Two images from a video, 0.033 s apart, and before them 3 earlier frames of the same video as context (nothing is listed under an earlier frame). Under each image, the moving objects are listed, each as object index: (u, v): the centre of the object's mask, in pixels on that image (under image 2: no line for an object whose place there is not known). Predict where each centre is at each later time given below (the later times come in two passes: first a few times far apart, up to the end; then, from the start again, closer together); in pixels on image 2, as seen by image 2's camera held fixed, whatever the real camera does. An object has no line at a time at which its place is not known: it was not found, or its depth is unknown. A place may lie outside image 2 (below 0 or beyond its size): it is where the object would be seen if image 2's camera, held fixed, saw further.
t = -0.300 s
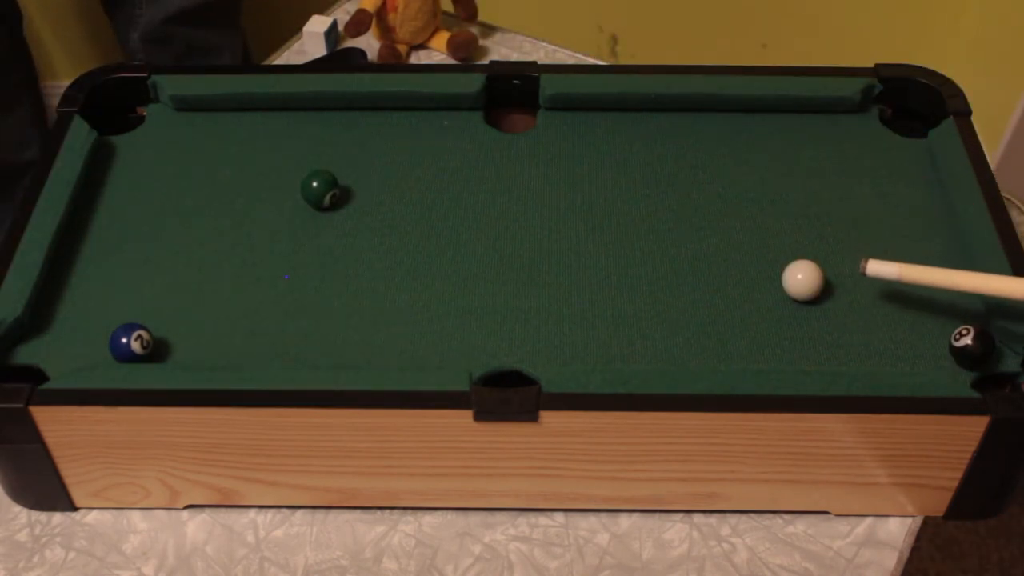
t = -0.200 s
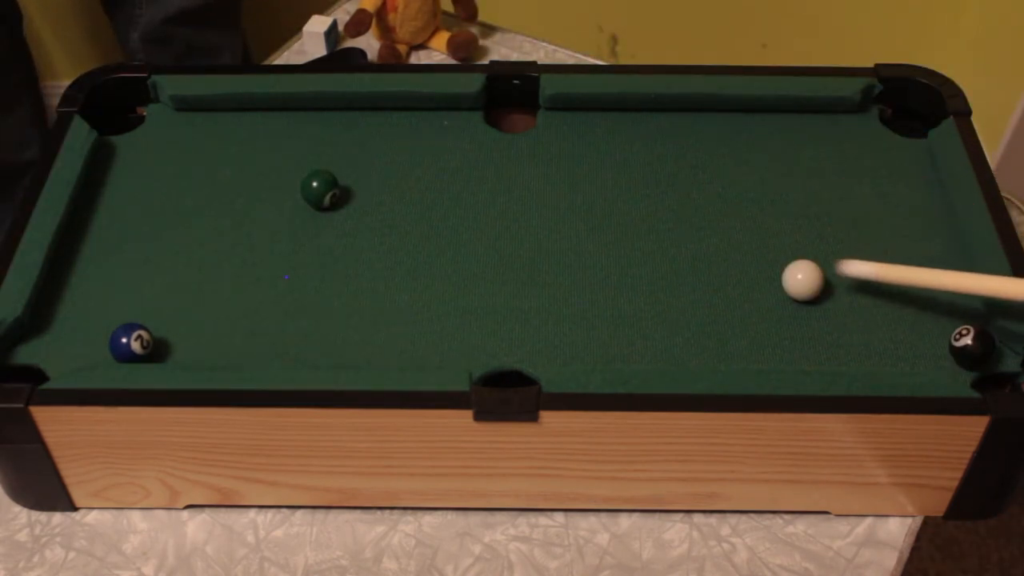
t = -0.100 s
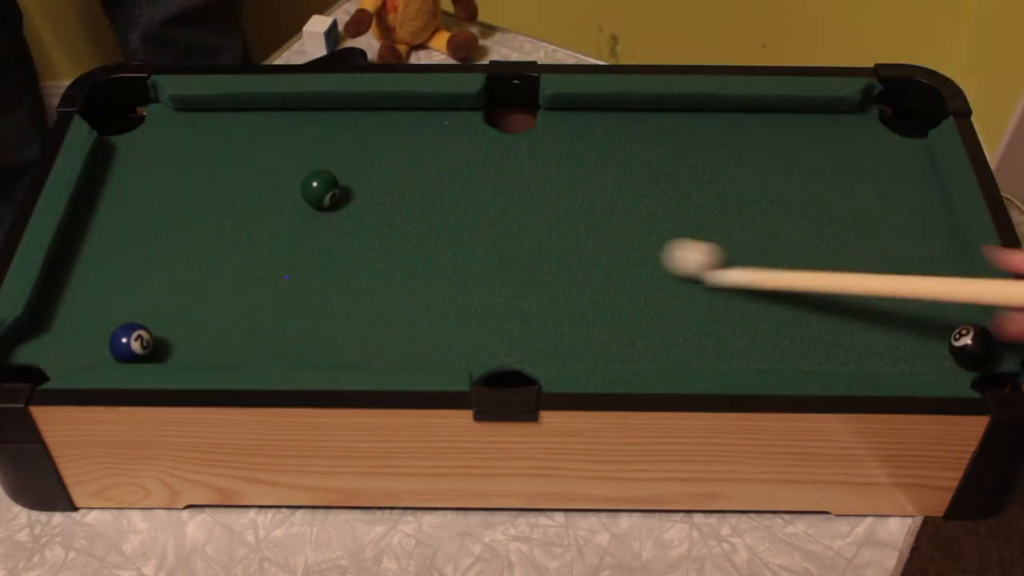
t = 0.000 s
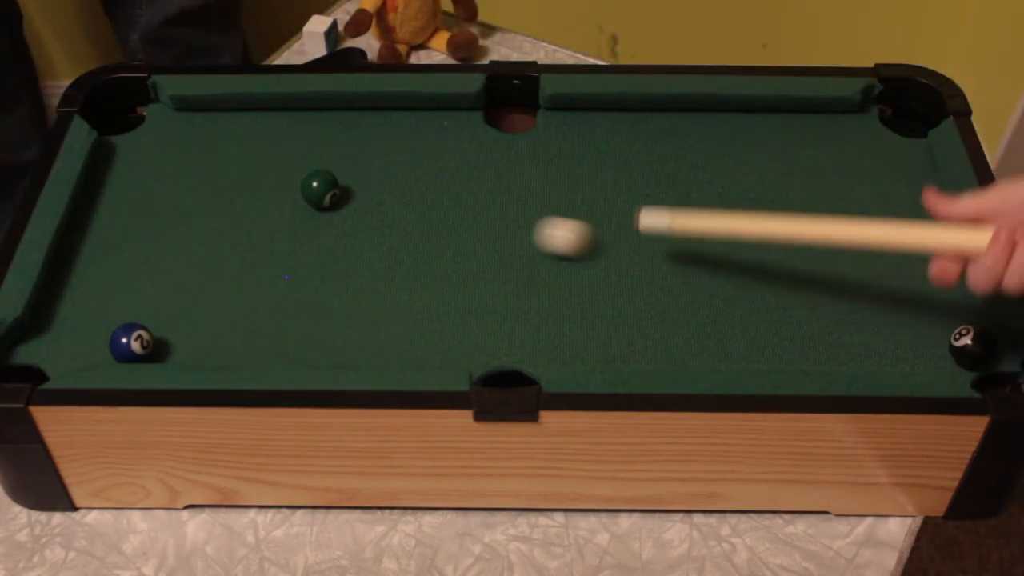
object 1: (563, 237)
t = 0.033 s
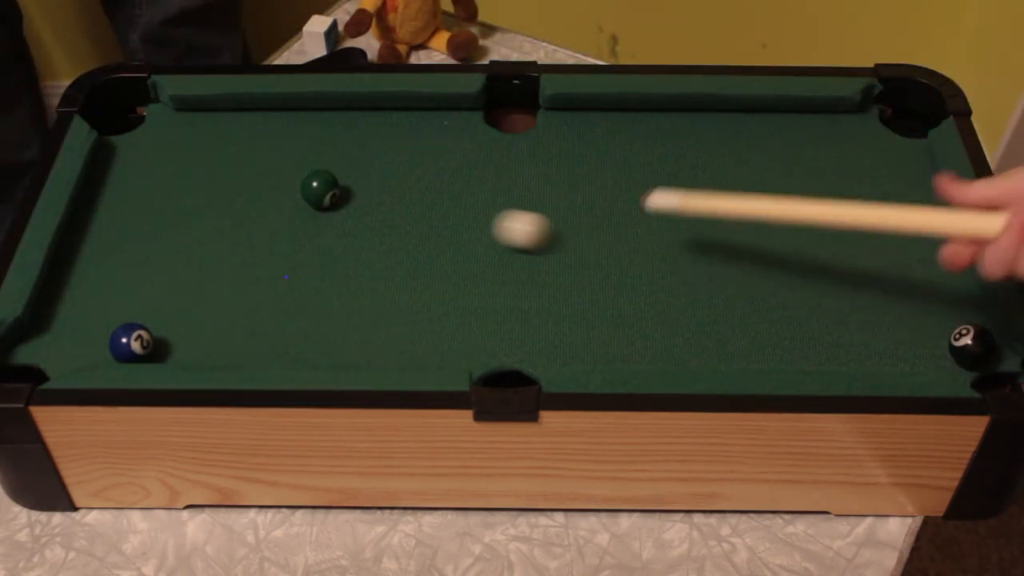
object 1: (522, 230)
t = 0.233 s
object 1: (337, 208)
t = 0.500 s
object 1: (240, 223)
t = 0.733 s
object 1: (176, 232)
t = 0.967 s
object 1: (133, 236)
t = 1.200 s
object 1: (113, 238)
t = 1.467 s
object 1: (114, 238)
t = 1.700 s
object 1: (114, 238)
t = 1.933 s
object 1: (114, 238)
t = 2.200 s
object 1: (114, 238)
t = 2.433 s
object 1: (114, 238)
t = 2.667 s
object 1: (114, 238)
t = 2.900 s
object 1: (114, 238)
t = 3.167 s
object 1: (114, 238)
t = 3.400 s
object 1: (114, 238)
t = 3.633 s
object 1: (114, 238)
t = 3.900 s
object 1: (114, 238)
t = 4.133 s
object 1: (114, 238)
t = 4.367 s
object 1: (114, 238)
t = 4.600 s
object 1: (114, 238)
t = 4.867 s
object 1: (114, 238)
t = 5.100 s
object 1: (114, 238)
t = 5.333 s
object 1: (114, 238)
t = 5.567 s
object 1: (114, 238)
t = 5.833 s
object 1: (114, 238)
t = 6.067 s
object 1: (114, 238)
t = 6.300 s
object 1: (114, 238)
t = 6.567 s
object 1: (114, 238)
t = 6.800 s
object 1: (114, 238)
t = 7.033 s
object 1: (114, 238)
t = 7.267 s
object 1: (114, 238)
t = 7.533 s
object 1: (114, 238)
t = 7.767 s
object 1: (114, 238)
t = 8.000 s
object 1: (114, 238)
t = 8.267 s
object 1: (114, 238)
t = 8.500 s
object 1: (114, 238)
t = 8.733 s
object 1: (114, 238)
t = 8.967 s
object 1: (114, 238)
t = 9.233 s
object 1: (114, 238)
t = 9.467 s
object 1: (114, 238)
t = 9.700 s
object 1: (114, 238)
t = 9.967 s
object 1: (114, 238)
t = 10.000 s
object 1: (114, 238)
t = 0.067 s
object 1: (481, 223)
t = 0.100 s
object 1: (442, 216)
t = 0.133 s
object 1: (403, 210)
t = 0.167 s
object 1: (366, 203)
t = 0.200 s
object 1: (348, 204)
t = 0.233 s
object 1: (337, 208)
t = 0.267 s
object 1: (323, 210)
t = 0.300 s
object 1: (310, 212)
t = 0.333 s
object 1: (298, 214)
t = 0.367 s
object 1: (285, 216)
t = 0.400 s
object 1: (273, 218)
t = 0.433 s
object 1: (262, 220)
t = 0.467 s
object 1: (251, 222)
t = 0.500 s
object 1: (240, 223)
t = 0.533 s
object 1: (230, 225)
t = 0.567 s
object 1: (220, 226)
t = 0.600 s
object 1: (210, 227)
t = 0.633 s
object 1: (201, 229)
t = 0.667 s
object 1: (192, 230)
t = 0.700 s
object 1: (184, 231)
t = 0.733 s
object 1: (176, 232)
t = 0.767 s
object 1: (169, 233)
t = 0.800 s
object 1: (162, 233)
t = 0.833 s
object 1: (155, 234)
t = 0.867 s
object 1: (149, 235)
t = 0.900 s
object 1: (143, 235)
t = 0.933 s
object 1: (138, 236)
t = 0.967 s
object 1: (133, 236)
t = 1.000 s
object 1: (129, 236)
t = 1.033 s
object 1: (126, 237)
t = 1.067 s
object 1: (122, 237)
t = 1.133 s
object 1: (117, 238)
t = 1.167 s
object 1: (115, 238)
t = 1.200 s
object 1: (113, 238)
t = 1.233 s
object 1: (113, 238)
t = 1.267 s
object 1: (112, 238)
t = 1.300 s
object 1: (112, 238)
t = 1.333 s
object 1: (113, 238)
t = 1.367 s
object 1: (113, 238)
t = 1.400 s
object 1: (114, 238)
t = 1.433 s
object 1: (114, 238)
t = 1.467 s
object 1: (114, 238)
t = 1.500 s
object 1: (114, 238)
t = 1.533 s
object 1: (114, 238)
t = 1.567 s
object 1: (114, 238)
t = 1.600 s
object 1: (114, 238)
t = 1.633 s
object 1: (114, 238)
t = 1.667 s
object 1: (114, 238)
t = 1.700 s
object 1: (114, 238)
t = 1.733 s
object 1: (114, 238)
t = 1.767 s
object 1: (114, 238)
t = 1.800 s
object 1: (114, 238)
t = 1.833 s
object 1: (114, 238)
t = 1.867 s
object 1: (114, 238)
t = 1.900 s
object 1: (114, 238)
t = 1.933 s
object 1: (114, 238)
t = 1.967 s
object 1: (114, 238)
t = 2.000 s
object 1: (114, 238)
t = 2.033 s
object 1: (114, 238)
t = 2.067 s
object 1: (114, 238)
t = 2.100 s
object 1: (114, 238)
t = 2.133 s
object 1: (114, 238)
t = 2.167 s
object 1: (114, 238)
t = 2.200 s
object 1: (114, 238)
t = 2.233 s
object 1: (114, 238)
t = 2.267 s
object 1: (114, 238)
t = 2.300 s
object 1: (114, 238)
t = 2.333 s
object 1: (114, 238)
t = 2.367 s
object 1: (114, 238)
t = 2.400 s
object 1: (114, 238)
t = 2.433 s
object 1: (114, 238)
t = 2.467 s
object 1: (114, 238)
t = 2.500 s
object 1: (114, 238)
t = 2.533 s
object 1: (114, 238)
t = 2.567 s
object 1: (114, 238)
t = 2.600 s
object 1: (114, 238)
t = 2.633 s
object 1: (114, 238)
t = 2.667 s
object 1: (114, 238)
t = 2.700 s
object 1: (114, 238)
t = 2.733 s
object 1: (114, 238)
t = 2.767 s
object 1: (114, 238)
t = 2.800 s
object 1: (114, 238)
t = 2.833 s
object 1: (114, 238)
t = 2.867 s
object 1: (114, 238)
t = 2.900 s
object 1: (114, 238)
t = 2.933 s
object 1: (114, 238)
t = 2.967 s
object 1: (114, 238)
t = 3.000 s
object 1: (114, 238)
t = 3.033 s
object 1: (114, 238)
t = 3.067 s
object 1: (114, 238)
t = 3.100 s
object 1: (114, 238)
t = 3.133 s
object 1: (114, 238)
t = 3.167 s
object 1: (114, 238)
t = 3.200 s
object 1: (114, 238)
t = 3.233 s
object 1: (114, 238)
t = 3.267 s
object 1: (114, 238)
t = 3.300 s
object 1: (114, 238)
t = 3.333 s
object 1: (114, 238)
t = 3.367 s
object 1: (114, 238)
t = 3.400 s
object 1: (114, 238)
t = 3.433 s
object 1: (114, 238)
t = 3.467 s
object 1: (114, 238)
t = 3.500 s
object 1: (114, 238)
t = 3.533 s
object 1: (114, 238)
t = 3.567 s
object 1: (114, 238)
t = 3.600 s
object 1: (114, 238)
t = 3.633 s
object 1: (114, 238)
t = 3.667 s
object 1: (114, 238)
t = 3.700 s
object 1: (114, 238)
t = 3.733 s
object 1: (114, 238)
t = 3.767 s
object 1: (114, 238)
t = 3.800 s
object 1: (114, 238)
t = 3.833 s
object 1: (114, 238)
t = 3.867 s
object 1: (114, 238)
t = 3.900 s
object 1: (114, 238)
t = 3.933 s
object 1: (114, 238)
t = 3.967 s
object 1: (114, 238)
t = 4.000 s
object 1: (114, 238)
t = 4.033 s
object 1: (114, 238)
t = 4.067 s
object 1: (114, 238)
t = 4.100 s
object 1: (114, 238)
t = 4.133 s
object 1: (114, 238)
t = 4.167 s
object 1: (114, 238)
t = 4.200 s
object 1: (114, 238)
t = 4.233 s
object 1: (114, 238)
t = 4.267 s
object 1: (114, 238)
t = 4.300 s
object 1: (114, 238)
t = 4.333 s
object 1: (114, 238)
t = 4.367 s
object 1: (114, 238)
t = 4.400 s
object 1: (114, 238)
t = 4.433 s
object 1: (114, 238)
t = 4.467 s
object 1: (114, 238)
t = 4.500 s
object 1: (114, 238)
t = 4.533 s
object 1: (114, 238)
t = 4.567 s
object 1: (114, 238)
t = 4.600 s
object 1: (114, 238)
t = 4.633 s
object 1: (114, 238)
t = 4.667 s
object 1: (114, 238)
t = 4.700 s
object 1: (114, 238)
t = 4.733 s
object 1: (114, 238)
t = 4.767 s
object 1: (114, 238)
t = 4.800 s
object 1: (114, 238)
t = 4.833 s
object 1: (114, 238)
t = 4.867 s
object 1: (114, 238)
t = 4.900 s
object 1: (114, 238)
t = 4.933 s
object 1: (114, 238)
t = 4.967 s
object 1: (114, 238)
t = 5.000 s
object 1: (114, 238)
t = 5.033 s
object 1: (114, 238)
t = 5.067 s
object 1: (114, 238)
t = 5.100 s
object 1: (114, 238)
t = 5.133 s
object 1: (114, 238)
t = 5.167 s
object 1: (114, 238)
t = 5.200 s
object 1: (114, 238)
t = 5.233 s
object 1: (114, 238)
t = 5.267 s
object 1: (114, 238)
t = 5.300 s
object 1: (114, 238)
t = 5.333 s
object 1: (114, 238)
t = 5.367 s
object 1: (114, 238)
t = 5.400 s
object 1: (114, 238)
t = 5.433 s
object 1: (114, 238)
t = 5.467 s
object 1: (114, 238)
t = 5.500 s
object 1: (114, 238)
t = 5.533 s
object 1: (114, 238)
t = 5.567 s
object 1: (114, 238)
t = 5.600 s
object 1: (114, 238)
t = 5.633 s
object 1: (114, 238)
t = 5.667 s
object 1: (114, 238)
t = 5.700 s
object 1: (114, 238)
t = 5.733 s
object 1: (114, 238)
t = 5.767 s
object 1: (114, 238)
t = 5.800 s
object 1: (114, 238)
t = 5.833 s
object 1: (114, 238)
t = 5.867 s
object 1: (114, 238)
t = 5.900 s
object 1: (114, 238)
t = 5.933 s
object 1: (114, 238)
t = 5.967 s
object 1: (114, 238)
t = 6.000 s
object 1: (114, 238)
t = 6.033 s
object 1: (114, 238)
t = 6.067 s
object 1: (114, 238)
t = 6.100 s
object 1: (114, 238)
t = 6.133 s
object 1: (114, 238)
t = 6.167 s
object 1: (114, 238)
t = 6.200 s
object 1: (114, 238)
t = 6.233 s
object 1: (114, 238)
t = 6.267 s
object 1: (114, 238)
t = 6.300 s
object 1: (114, 238)
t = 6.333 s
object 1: (114, 238)
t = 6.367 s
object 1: (114, 238)
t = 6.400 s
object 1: (114, 238)
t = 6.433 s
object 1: (114, 238)
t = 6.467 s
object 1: (114, 238)
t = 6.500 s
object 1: (114, 238)
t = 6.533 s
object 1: (114, 238)
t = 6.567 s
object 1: (114, 238)
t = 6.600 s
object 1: (114, 238)
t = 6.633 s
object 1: (114, 238)
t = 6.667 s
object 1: (114, 238)
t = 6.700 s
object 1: (114, 238)
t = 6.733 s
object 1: (114, 238)
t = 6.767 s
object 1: (114, 238)
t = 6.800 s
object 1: (114, 238)
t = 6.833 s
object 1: (114, 238)
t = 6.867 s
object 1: (114, 238)
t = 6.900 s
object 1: (114, 238)
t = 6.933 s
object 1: (114, 238)
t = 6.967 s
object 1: (114, 238)
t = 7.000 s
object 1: (114, 238)
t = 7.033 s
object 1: (114, 238)
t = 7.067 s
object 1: (114, 238)
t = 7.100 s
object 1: (114, 238)
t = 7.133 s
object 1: (114, 238)
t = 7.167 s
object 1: (114, 238)
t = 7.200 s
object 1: (114, 238)
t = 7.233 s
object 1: (114, 238)
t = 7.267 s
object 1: (114, 238)
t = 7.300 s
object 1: (114, 238)
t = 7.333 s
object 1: (114, 238)
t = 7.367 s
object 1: (114, 238)
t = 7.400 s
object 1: (114, 238)
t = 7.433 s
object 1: (114, 238)
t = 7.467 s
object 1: (114, 238)
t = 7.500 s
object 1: (114, 238)
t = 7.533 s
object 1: (114, 238)
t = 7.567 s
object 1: (114, 238)
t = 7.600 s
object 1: (114, 238)
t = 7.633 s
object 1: (114, 238)
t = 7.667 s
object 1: (114, 238)
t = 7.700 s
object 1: (114, 238)
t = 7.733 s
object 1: (114, 238)
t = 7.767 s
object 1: (114, 238)
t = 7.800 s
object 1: (114, 238)
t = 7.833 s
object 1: (114, 238)
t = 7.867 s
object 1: (114, 238)
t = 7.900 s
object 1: (114, 238)
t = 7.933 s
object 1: (114, 238)
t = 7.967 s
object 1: (114, 238)
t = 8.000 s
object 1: (114, 238)
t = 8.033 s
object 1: (114, 238)
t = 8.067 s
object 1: (114, 238)
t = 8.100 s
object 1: (114, 238)
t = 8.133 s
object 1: (114, 238)
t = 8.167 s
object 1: (114, 238)
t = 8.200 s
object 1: (114, 238)
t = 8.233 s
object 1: (114, 238)
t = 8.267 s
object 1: (114, 238)
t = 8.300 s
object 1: (114, 238)
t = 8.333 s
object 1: (114, 238)
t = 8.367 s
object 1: (114, 238)
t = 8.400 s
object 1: (114, 238)
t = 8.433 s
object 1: (114, 238)
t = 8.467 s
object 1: (114, 238)
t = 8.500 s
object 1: (114, 238)
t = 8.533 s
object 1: (114, 238)
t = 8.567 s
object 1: (114, 238)
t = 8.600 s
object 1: (114, 238)
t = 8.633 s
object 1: (114, 238)
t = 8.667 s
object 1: (114, 238)
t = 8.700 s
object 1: (114, 238)
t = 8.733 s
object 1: (114, 238)
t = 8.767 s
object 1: (114, 238)
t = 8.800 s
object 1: (114, 238)
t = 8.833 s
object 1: (114, 238)
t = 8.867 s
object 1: (114, 238)
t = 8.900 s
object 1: (114, 238)
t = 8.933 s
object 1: (114, 238)
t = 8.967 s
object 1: (114, 238)
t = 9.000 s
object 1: (114, 238)
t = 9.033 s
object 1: (114, 238)
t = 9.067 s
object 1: (114, 238)
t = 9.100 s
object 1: (114, 238)
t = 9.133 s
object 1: (114, 238)
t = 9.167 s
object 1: (114, 238)
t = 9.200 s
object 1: (114, 238)
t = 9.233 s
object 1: (114, 238)
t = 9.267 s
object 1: (114, 238)
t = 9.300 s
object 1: (114, 238)
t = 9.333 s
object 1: (114, 238)
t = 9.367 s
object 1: (114, 238)
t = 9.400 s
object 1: (114, 238)
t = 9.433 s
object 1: (114, 238)
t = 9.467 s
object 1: (114, 238)
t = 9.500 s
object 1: (114, 238)
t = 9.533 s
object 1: (114, 238)
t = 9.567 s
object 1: (114, 238)
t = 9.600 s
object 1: (114, 238)
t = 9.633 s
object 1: (114, 238)
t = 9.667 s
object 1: (114, 238)
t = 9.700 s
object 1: (114, 238)
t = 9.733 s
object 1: (114, 238)
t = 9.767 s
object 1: (114, 238)
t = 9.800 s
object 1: (114, 238)
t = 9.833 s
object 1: (114, 238)
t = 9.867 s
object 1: (114, 238)
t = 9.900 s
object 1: (114, 238)
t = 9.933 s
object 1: (114, 238)
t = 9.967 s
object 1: (114, 238)
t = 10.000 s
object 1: (114, 238)
